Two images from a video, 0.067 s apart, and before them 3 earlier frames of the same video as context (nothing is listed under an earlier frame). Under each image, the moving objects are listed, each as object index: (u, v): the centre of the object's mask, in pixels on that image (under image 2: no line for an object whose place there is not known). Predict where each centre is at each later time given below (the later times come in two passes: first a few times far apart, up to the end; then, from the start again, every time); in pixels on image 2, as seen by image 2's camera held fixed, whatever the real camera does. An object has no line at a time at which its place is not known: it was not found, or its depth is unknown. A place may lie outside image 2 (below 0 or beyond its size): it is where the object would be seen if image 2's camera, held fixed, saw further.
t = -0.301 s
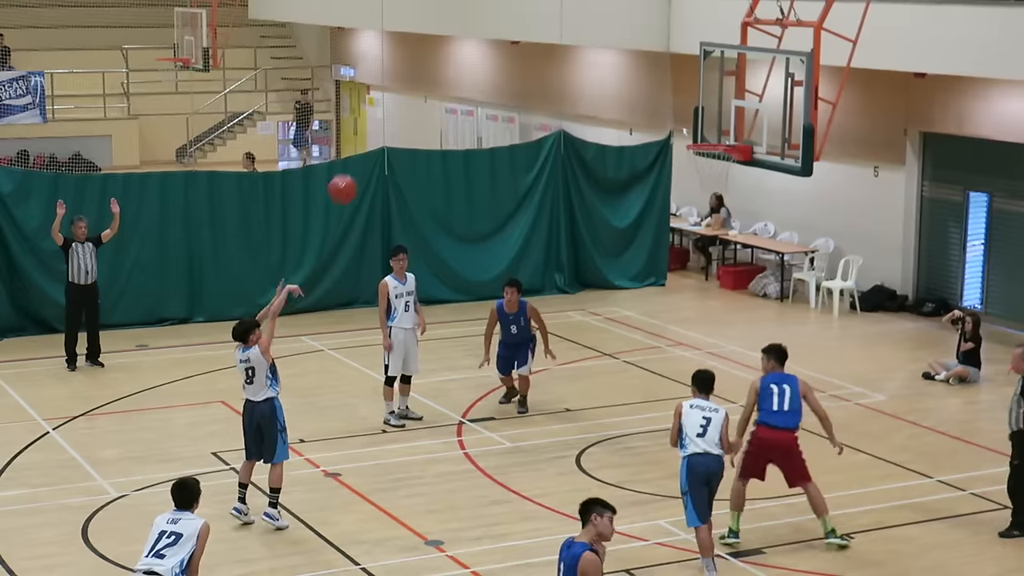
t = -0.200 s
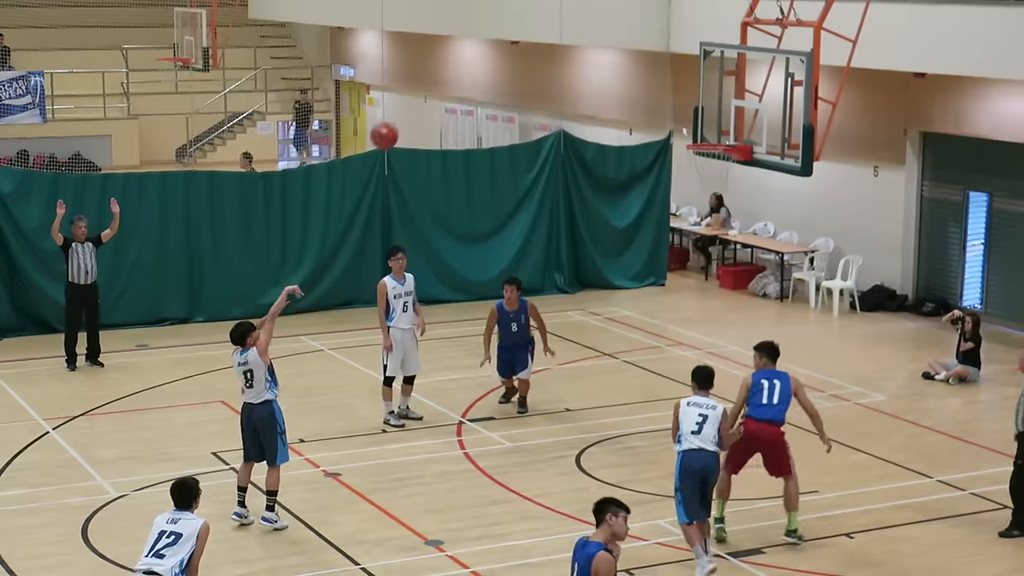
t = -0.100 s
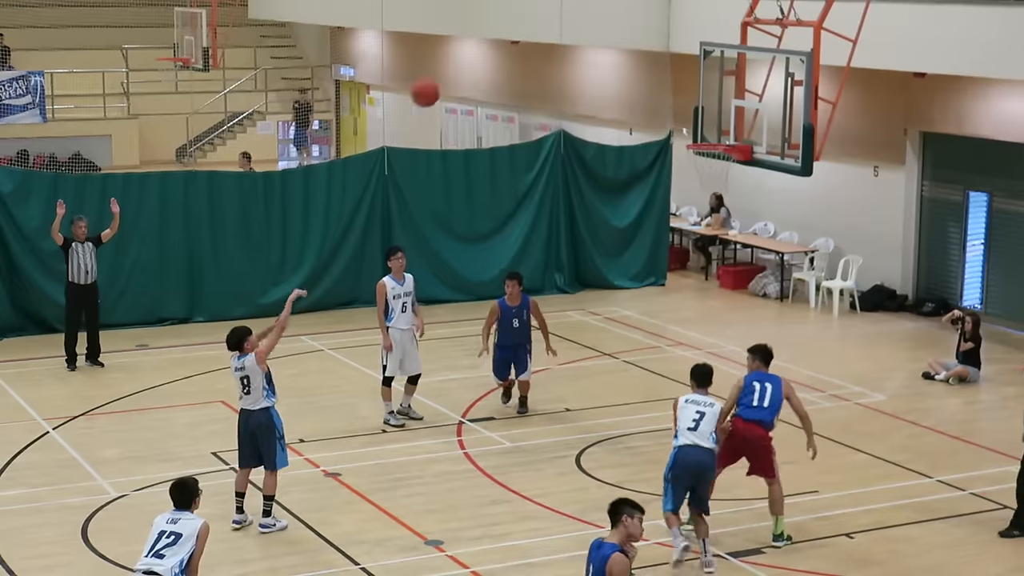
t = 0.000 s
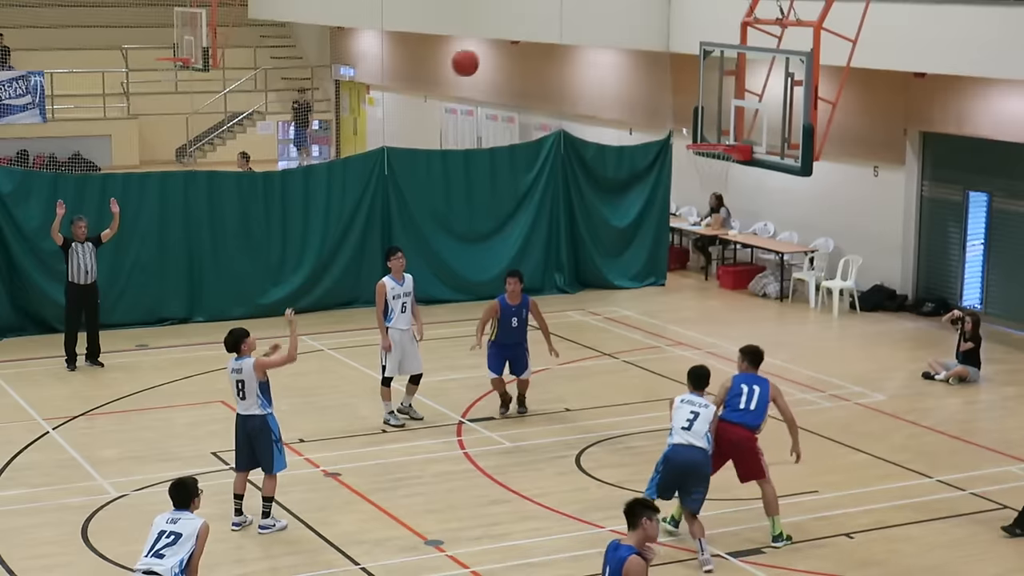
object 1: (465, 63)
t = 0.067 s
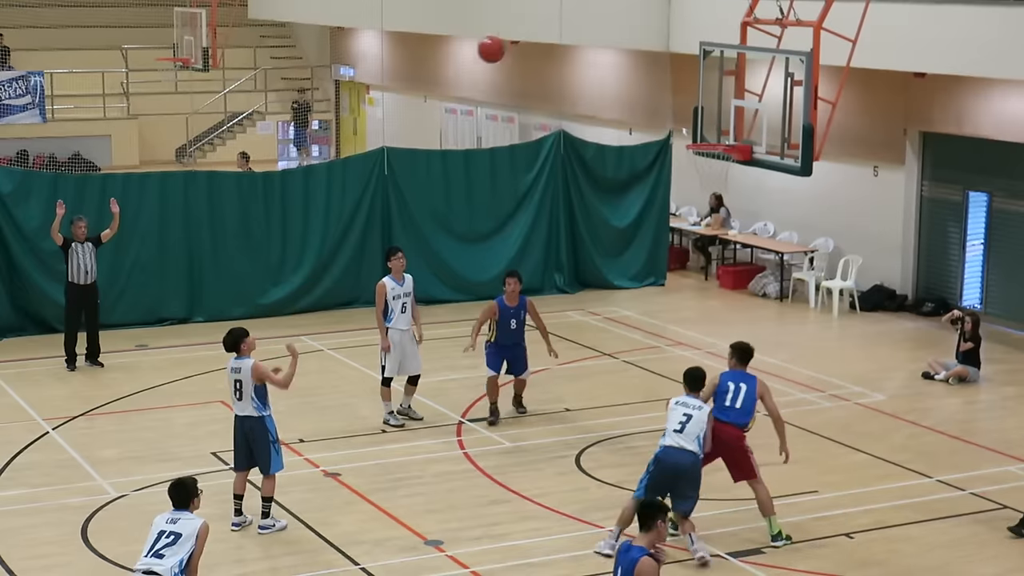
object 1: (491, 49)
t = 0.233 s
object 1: (555, 37)
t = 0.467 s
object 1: (639, 73)
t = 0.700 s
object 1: (711, 135)
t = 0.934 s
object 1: (734, 112)
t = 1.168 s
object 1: (709, 112)
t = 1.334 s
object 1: (696, 126)
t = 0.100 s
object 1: (504, 44)
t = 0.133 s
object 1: (516, 40)
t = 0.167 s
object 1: (529, 38)
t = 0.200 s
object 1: (542, 37)
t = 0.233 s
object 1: (555, 37)
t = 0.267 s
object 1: (567, 38)
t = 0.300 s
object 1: (579, 41)
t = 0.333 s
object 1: (592, 45)
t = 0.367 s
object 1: (604, 50)
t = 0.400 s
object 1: (616, 56)
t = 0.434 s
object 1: (627, 64)
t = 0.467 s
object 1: (639, 73)
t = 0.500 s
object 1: (651, 82)
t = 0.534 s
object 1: (663, 93)
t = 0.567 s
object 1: (674, 105)
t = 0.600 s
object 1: (685, 117)
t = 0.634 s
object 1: (697, 131)
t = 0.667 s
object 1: (704, 136)
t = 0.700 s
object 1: (711, 135)
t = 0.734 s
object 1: (719, 133)
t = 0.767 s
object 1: (726, 134)
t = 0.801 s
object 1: (730, 133)
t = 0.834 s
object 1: (732, 126)
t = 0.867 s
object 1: (734, 120)
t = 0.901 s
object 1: (736, 115)
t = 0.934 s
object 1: (734, 112)
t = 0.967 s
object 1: (730, 108)
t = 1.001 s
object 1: (727, 105)
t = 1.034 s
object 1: (723, 104)
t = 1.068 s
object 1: (720, 104)
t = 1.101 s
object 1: (717, 106)
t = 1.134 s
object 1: (714, 109)
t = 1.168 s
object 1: (709, 112)
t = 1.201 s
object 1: (705, 116)
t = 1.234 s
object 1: (703, 121)
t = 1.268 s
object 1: (698, 130)
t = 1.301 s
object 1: (697, 131)
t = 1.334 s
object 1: (696, 126)
